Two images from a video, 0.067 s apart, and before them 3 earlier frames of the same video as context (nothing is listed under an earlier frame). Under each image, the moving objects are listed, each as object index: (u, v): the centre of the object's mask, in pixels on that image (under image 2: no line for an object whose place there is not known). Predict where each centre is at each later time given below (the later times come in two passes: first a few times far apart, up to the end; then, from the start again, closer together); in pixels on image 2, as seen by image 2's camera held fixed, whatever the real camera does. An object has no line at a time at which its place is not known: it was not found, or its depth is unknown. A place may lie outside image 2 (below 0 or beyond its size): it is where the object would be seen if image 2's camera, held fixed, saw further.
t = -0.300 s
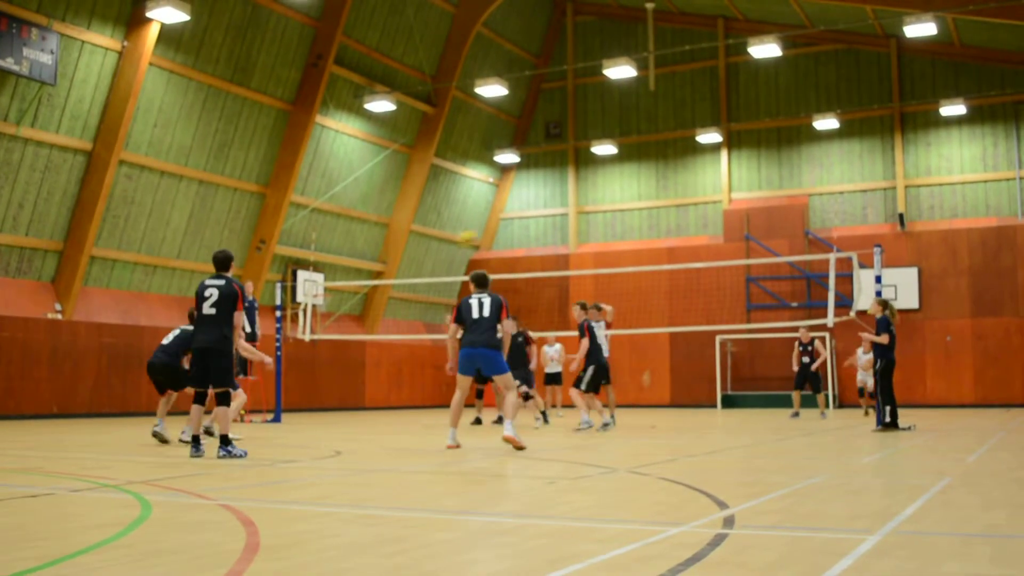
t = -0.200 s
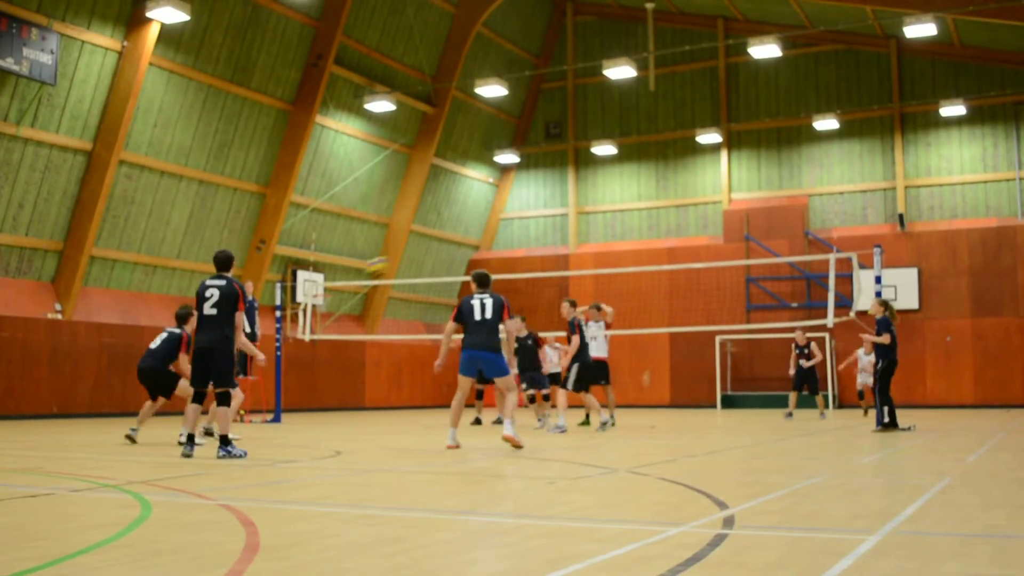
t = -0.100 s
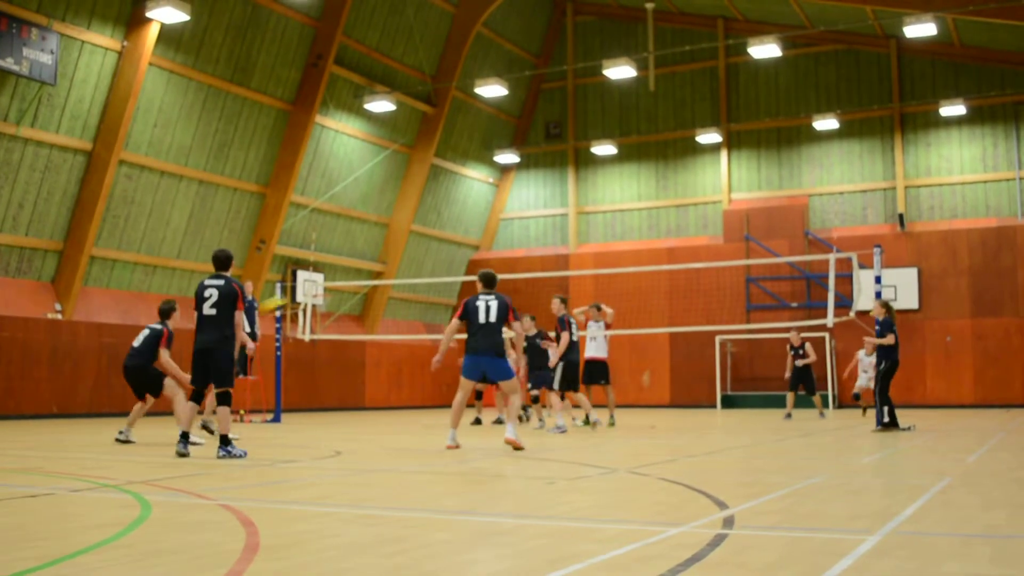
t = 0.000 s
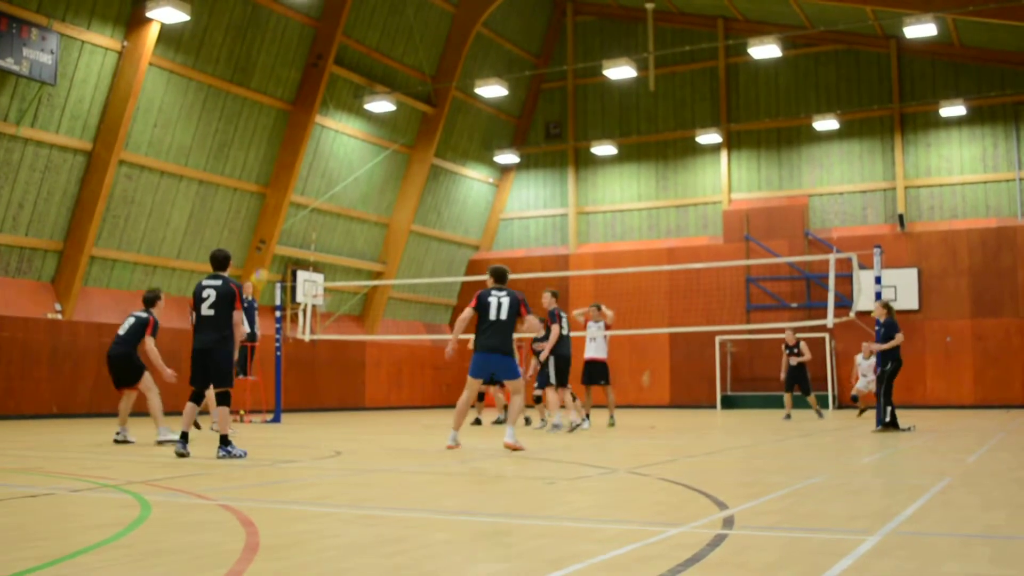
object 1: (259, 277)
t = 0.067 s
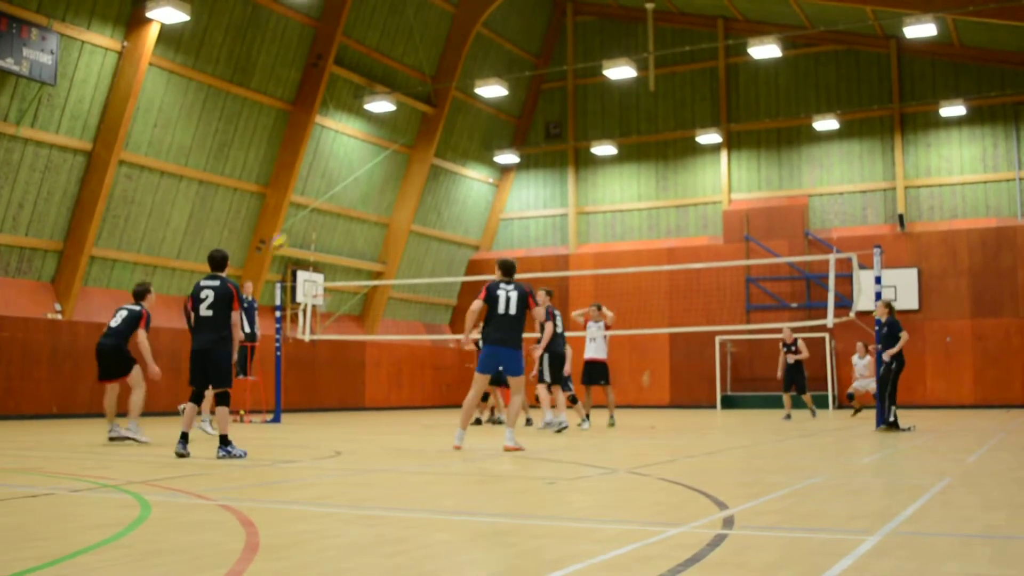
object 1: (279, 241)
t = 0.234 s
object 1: (323, 173)
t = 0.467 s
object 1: (381, 119)
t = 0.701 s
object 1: (431, 104)
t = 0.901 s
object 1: (473, 123)
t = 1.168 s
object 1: (524, 191)
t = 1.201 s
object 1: (531, 203)
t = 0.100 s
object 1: (288, 227)
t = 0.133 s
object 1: (297, 211)
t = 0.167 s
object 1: (307, 196)
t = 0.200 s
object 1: (314, 184)
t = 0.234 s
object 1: (323, 173)
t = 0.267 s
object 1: (331, 162)
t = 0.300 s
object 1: (340, 153)
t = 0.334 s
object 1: (347, 144)
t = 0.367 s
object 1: (355, 136)
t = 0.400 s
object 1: (365, 127)
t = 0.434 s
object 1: (373, 122)
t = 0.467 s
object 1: (381, 119)
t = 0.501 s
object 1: (389, 115)
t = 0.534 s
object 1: (397, 110)
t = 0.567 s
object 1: (403, 106)
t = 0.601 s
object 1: (409, 105)
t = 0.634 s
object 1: (416, 104)
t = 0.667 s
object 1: (424, 104)
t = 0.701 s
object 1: (431, 104)
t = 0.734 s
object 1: (438, 105)
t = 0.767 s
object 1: (445, 108)
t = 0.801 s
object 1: (453, 111)
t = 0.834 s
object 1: (459, 114)
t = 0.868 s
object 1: (466, 118)
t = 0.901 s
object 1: (473, 123)
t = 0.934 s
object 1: (479, 130)
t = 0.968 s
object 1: (485, 136)
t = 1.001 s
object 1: (491, 143)
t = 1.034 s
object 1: (497, 150)
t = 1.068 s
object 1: (506, 164)
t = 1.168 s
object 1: (524, 191)
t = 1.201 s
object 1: (531, 203)
